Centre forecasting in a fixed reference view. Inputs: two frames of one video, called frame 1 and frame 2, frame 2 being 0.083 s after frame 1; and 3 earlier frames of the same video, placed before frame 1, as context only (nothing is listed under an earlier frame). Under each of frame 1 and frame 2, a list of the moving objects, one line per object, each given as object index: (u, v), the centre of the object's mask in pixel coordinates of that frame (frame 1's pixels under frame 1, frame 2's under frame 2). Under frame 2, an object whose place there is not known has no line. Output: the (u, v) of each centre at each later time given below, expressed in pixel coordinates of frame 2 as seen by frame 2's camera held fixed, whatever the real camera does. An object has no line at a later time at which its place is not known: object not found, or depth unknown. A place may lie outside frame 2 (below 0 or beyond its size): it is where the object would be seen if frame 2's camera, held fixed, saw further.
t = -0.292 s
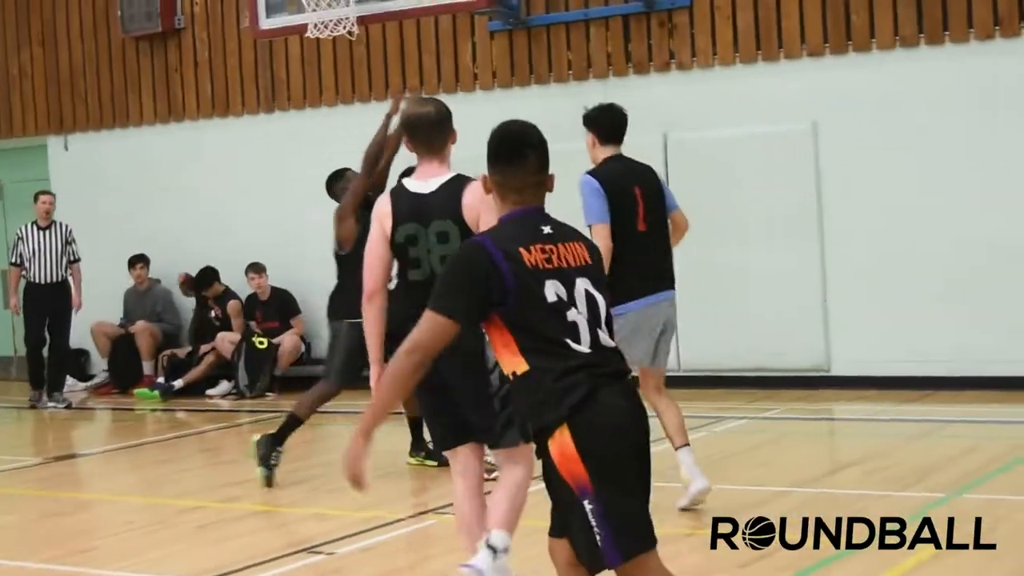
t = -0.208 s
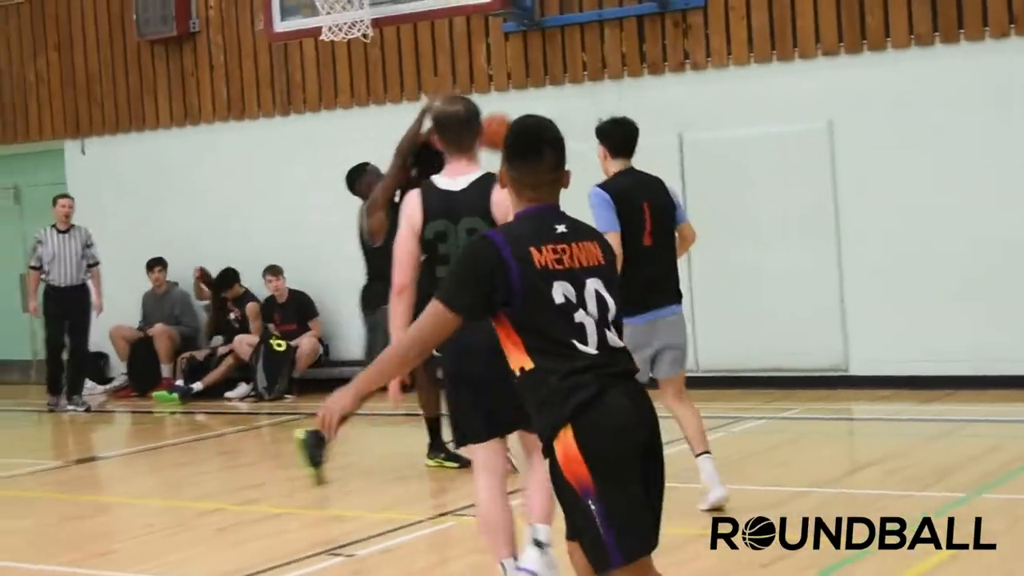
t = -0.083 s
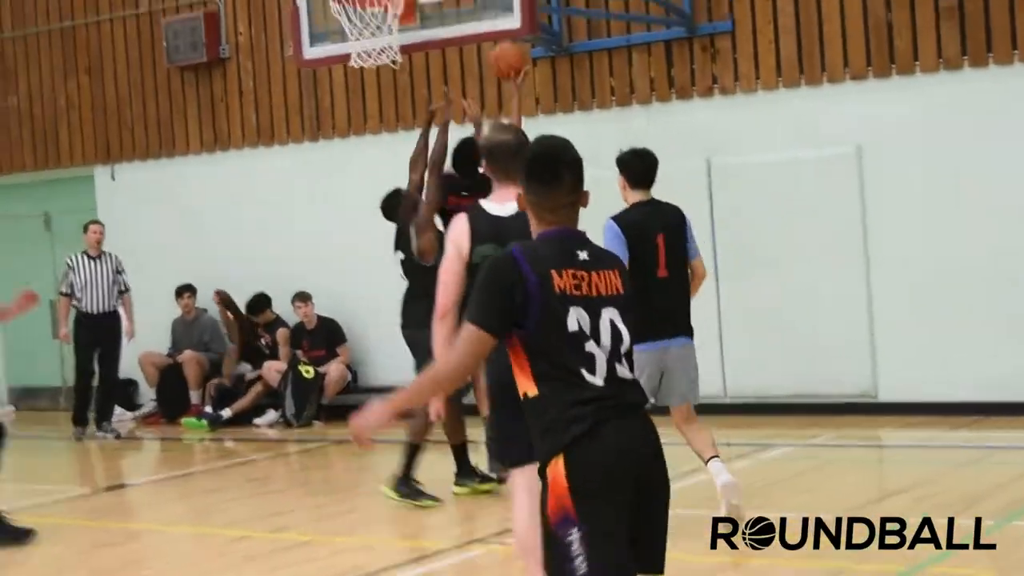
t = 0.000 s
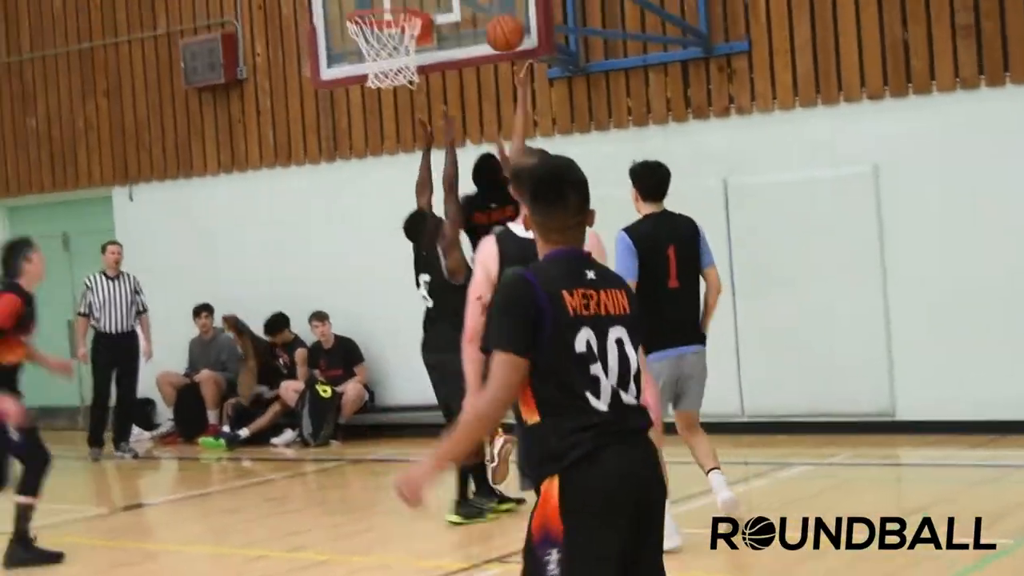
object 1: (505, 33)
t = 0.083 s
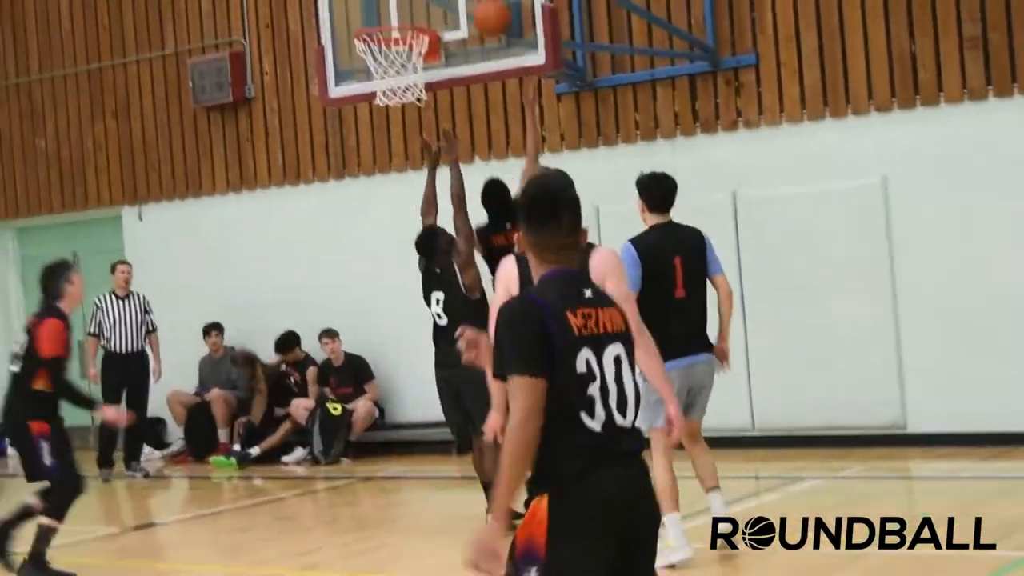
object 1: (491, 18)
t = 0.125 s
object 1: (481, 10)
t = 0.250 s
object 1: (437, -4)
